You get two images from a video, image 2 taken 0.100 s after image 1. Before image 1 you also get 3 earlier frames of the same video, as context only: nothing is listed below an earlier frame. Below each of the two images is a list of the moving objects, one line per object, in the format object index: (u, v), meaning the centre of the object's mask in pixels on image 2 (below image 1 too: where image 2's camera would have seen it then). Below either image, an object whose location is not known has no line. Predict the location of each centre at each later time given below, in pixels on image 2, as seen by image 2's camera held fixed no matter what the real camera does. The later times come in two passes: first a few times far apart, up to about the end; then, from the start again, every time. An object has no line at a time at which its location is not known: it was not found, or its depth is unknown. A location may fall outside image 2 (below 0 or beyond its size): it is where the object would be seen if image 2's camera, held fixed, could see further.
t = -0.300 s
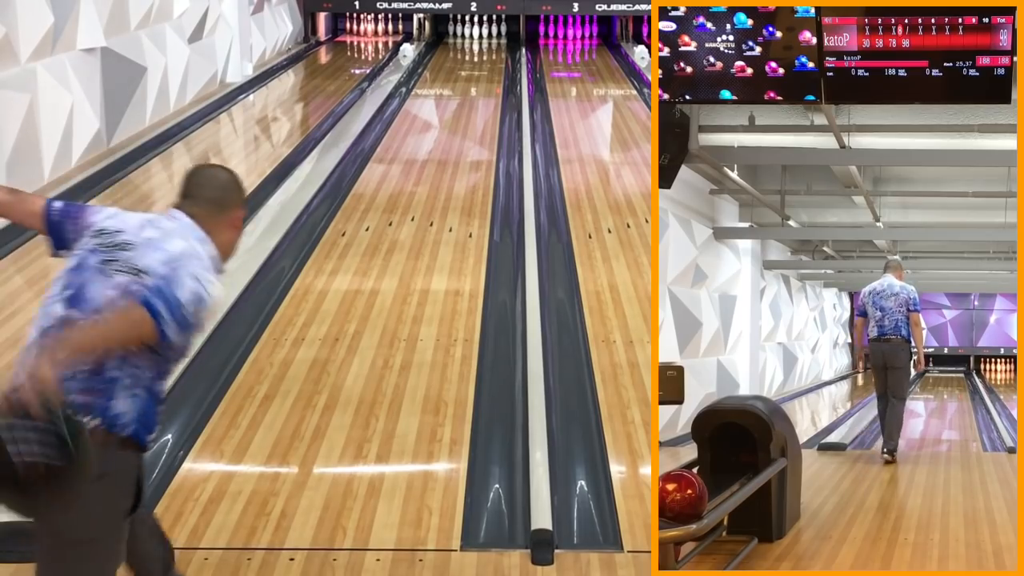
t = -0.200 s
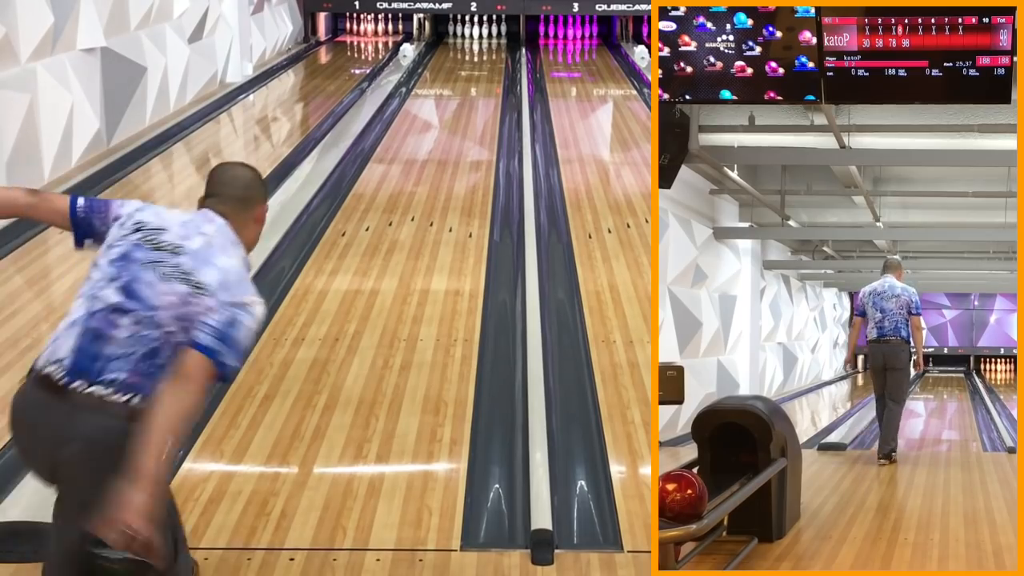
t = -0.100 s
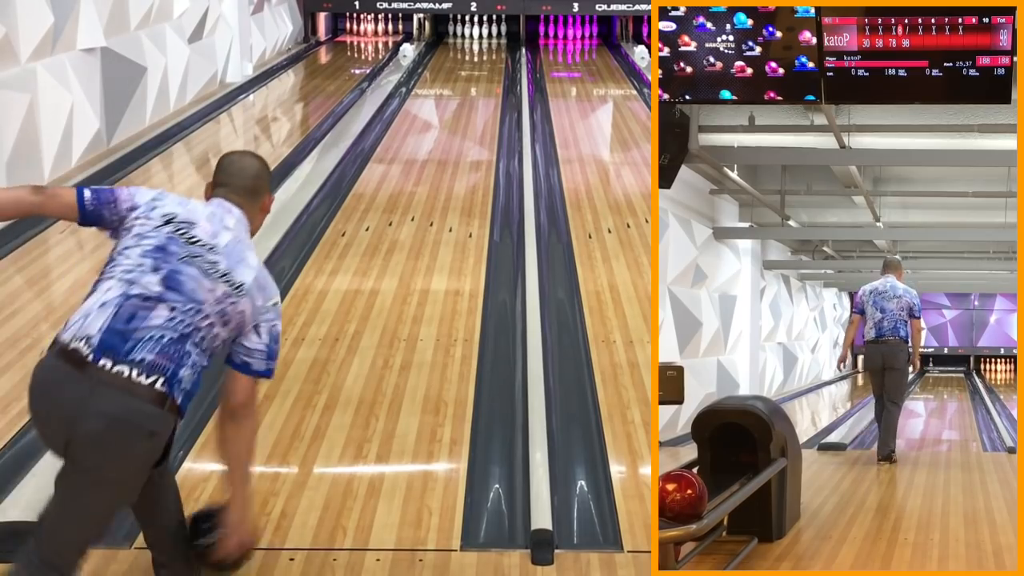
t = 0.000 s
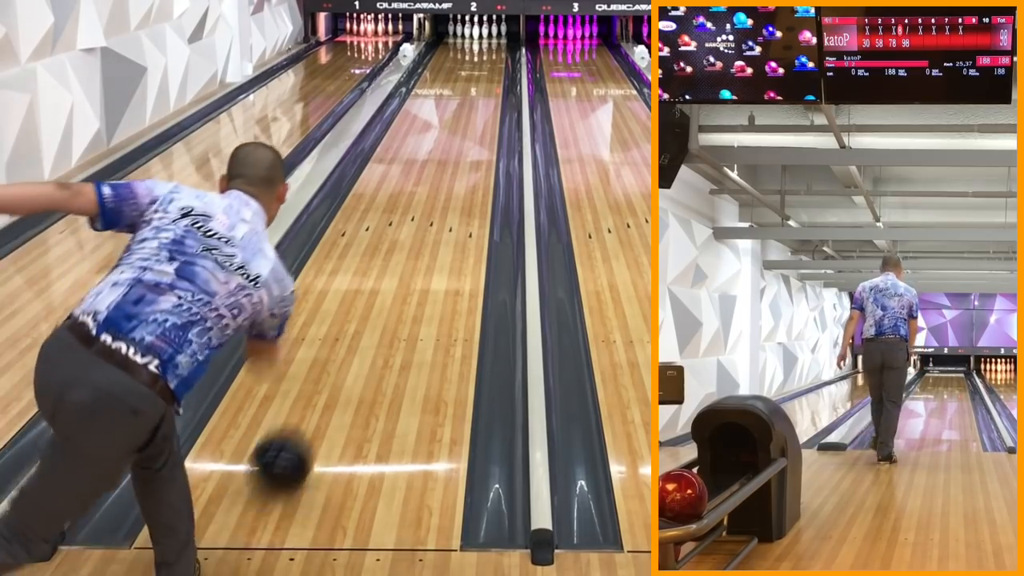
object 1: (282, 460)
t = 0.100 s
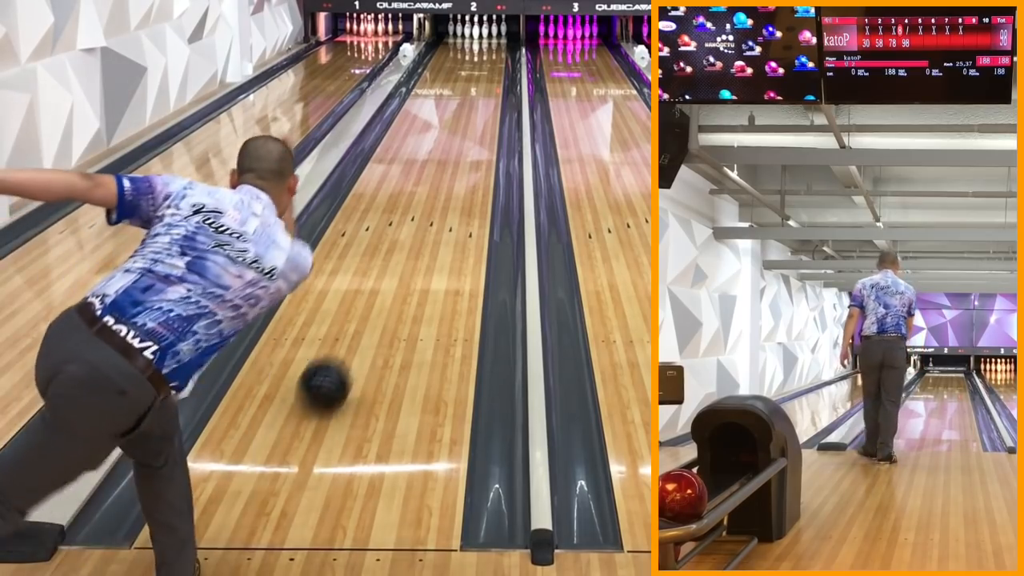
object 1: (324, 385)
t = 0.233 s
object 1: (366, 311)
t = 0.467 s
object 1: (411, 225)
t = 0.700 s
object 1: (439, 171)
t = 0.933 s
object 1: (457, 134)
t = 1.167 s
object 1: (470, 106)
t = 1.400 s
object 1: (479, 85)
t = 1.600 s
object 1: (484, 71)
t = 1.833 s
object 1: (488, 56)
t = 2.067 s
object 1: (488, 45)
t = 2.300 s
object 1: (486, 35)
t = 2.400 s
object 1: (483, 34)
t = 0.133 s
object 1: (337, 365)
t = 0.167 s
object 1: (346, 345)
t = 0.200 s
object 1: (357, 327)
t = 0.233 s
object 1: (366, 311)
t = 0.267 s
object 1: (374, 296)
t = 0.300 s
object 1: (381, 282)
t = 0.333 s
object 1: (389, 269)
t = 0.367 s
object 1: (395, 257)
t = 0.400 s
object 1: (401, 246)
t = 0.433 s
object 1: (406, 235)
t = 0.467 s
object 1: (411, 225)
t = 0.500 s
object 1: (416, 216)
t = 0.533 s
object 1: (420, 208)
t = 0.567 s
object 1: (425, 199)
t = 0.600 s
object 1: (429, 192)
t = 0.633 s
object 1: (432, 184)
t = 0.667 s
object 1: (436, 178)
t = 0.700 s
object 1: (439, 171)
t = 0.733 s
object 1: (442, 165)
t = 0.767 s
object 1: (445, 159)
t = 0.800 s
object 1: (448, 154)
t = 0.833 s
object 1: (450, 148)
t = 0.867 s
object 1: (453, 143)
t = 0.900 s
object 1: (455, 138)
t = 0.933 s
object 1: (457, 134)
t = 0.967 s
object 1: (459, 129)
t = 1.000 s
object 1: (462, 125)
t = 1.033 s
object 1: (464, 121)
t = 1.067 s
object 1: (465, 117)
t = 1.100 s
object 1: (467, 113)
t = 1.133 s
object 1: (468, 109)
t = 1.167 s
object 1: (470, 106)
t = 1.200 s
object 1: (472, 102)
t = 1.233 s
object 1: (473, 99)
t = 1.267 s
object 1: (475, 96)
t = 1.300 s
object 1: (476, 93)
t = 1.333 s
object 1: (477, 90)
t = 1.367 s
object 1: (478, 87)
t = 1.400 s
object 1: (479, 85)
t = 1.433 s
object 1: (480, 82)
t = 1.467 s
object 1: (481, 80)
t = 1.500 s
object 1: (482, 77)
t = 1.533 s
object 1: (483, 75)
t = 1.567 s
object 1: (484, 73)
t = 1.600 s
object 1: (484, 71)
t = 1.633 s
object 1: (485, 68)
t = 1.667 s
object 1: (486, 66)
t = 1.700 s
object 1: (487, 64)
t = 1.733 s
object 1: (487, 62)
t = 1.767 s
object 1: (488, 60)
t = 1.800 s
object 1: (488, 58)
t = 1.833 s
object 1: (488, 56)
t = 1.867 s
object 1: (488, 54)
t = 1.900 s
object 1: (488, 52)
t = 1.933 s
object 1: (488, 51)
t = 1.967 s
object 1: (488, 49)
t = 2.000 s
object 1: (488, 48)
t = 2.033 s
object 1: (488, 46)
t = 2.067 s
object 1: (488, 45)
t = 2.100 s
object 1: (488, 44)
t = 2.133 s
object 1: (487, 43)
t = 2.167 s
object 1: (487, 41)
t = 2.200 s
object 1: (486, 39)
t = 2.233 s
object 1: (486, 38)
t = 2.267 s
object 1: (485, 36)
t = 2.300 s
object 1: (486, 35)
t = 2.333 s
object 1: (485, 34)
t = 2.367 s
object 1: (484, 34)
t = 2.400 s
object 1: (483, 34)
